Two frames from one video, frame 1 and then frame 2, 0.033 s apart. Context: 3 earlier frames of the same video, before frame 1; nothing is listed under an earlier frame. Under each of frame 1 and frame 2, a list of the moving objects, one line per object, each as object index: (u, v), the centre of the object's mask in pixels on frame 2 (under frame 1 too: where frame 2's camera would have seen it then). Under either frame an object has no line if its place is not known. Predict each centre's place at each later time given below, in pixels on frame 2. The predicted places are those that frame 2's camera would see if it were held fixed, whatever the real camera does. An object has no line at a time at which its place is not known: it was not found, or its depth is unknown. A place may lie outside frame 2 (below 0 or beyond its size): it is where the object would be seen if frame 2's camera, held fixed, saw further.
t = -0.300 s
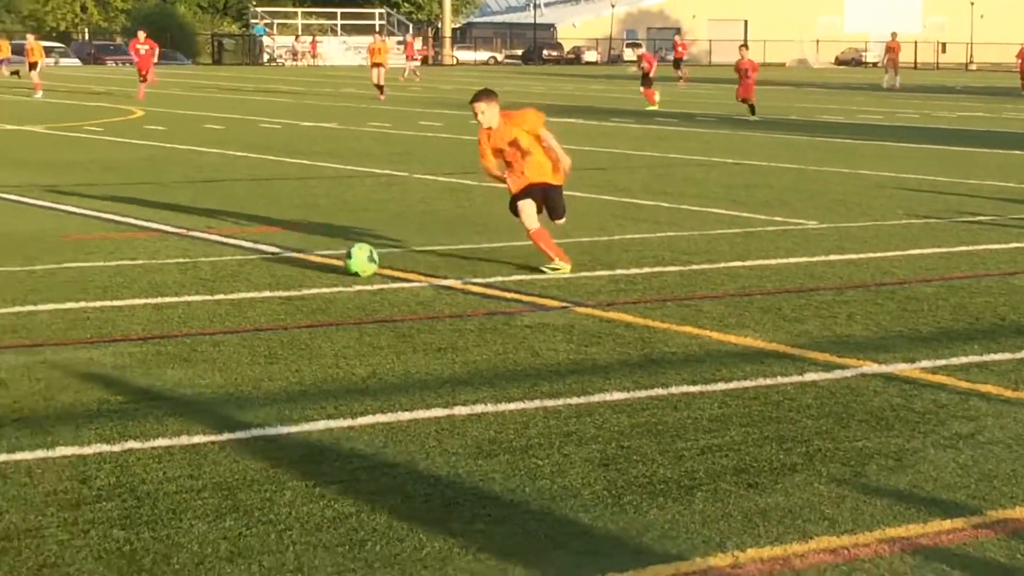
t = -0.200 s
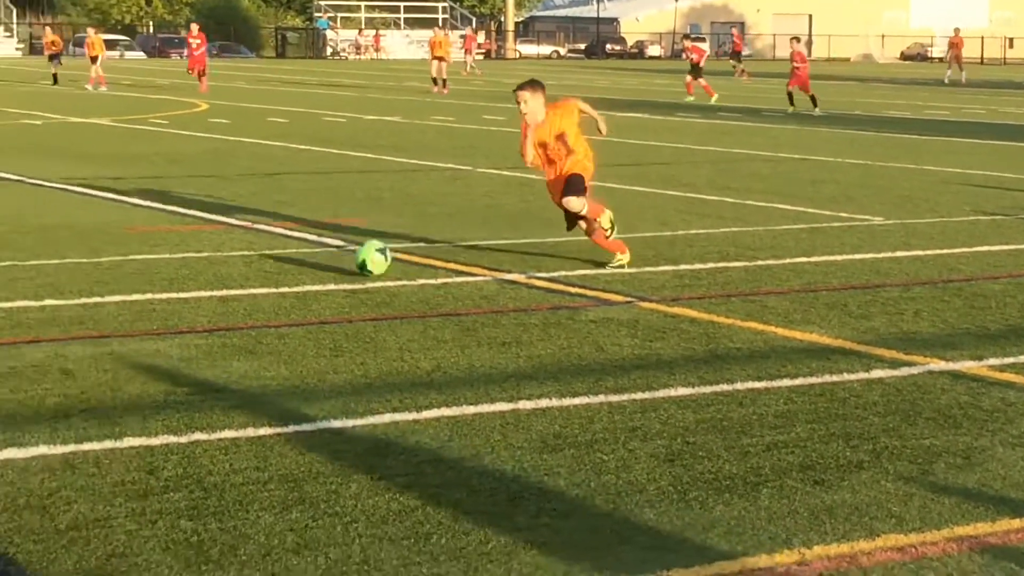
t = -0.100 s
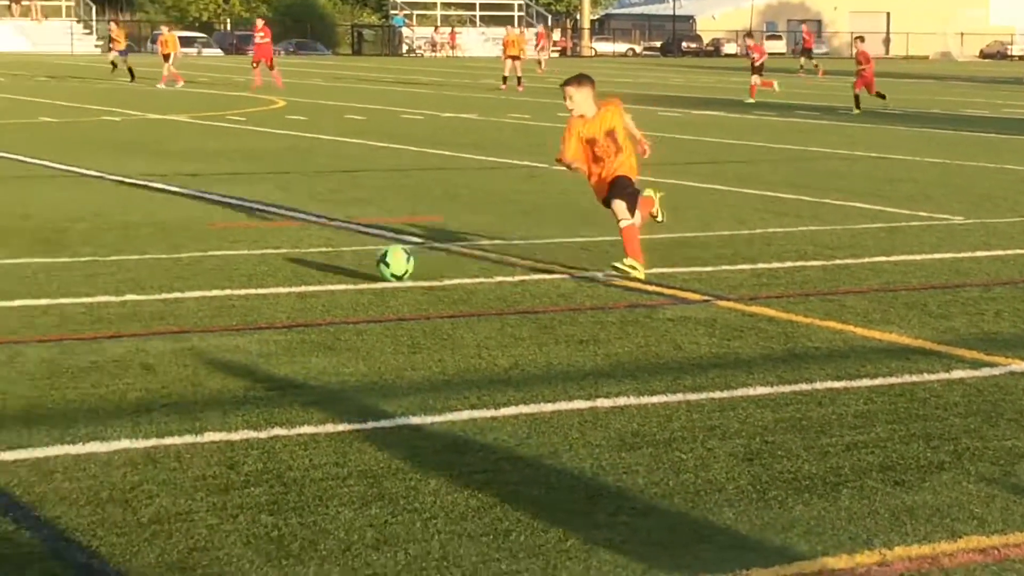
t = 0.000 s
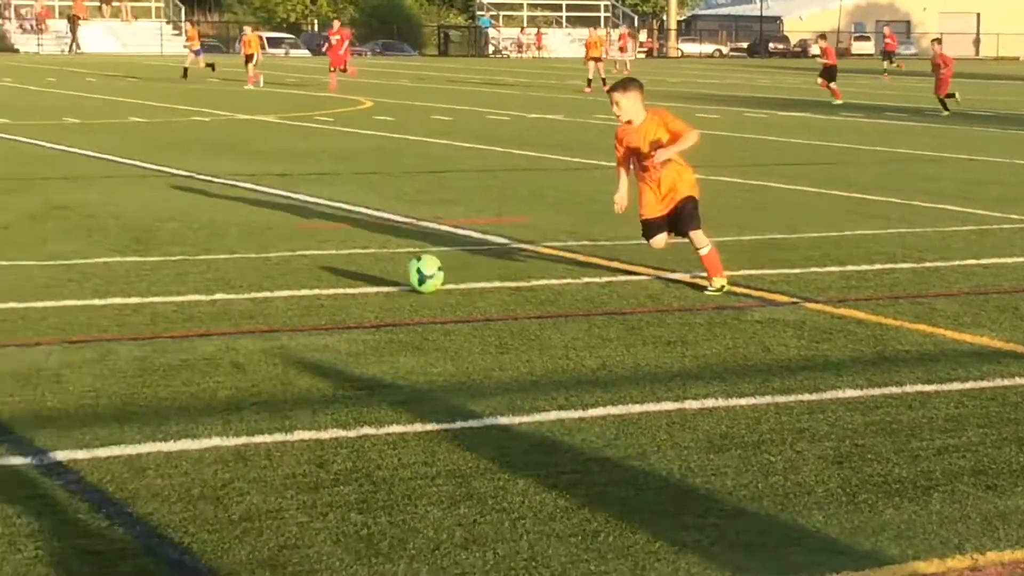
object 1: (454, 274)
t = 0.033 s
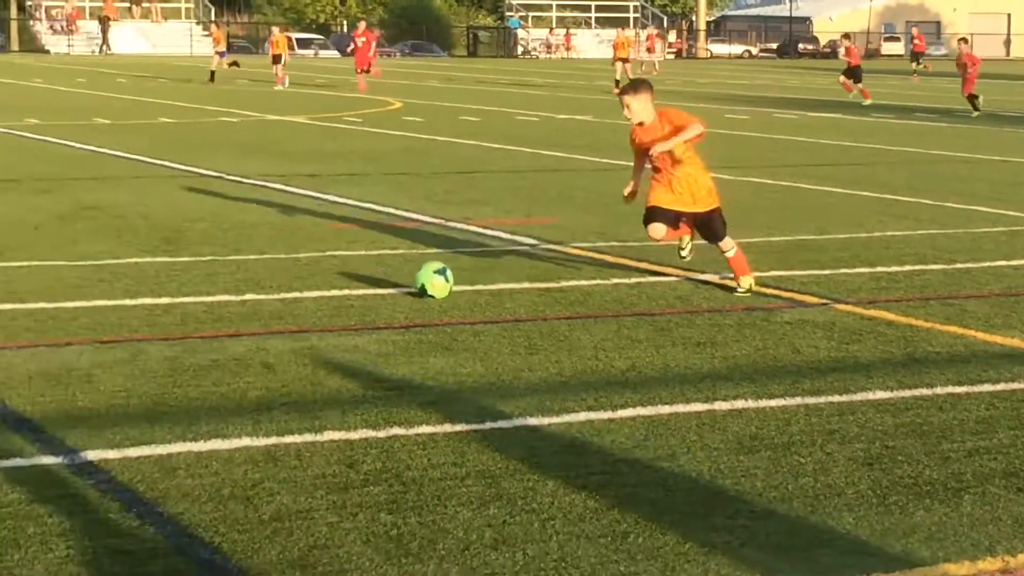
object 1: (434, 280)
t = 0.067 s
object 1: (414, 281)
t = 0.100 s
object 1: (394, 283)
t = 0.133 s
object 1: (373, 286)
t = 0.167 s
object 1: (352, 291)
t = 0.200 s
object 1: (329, 294)
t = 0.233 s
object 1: (307, 295)
